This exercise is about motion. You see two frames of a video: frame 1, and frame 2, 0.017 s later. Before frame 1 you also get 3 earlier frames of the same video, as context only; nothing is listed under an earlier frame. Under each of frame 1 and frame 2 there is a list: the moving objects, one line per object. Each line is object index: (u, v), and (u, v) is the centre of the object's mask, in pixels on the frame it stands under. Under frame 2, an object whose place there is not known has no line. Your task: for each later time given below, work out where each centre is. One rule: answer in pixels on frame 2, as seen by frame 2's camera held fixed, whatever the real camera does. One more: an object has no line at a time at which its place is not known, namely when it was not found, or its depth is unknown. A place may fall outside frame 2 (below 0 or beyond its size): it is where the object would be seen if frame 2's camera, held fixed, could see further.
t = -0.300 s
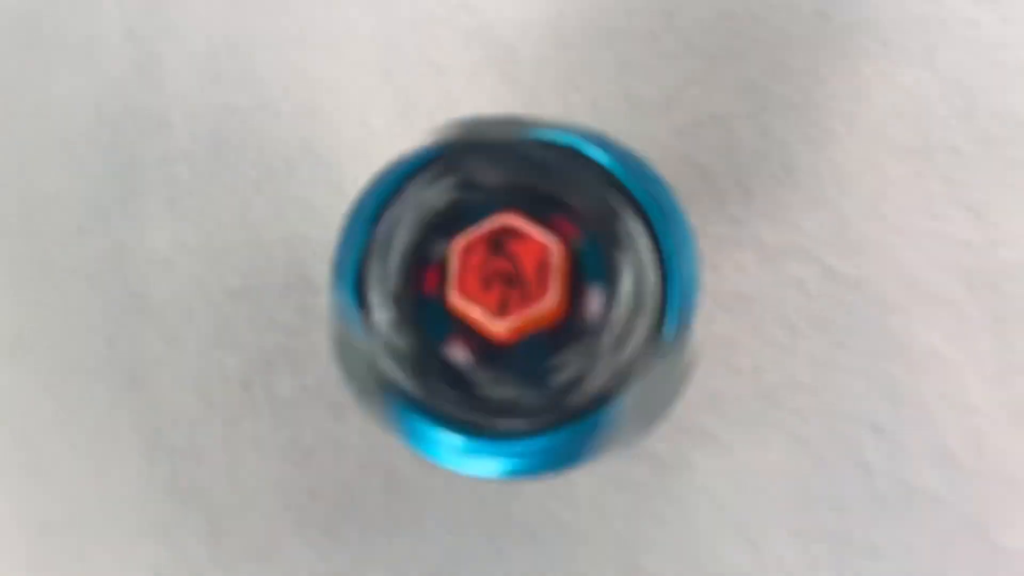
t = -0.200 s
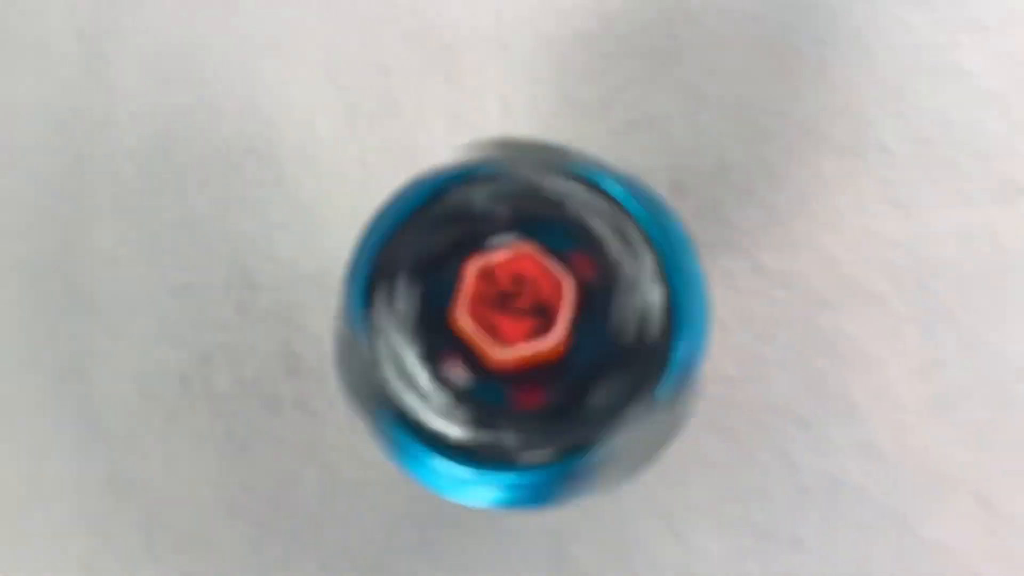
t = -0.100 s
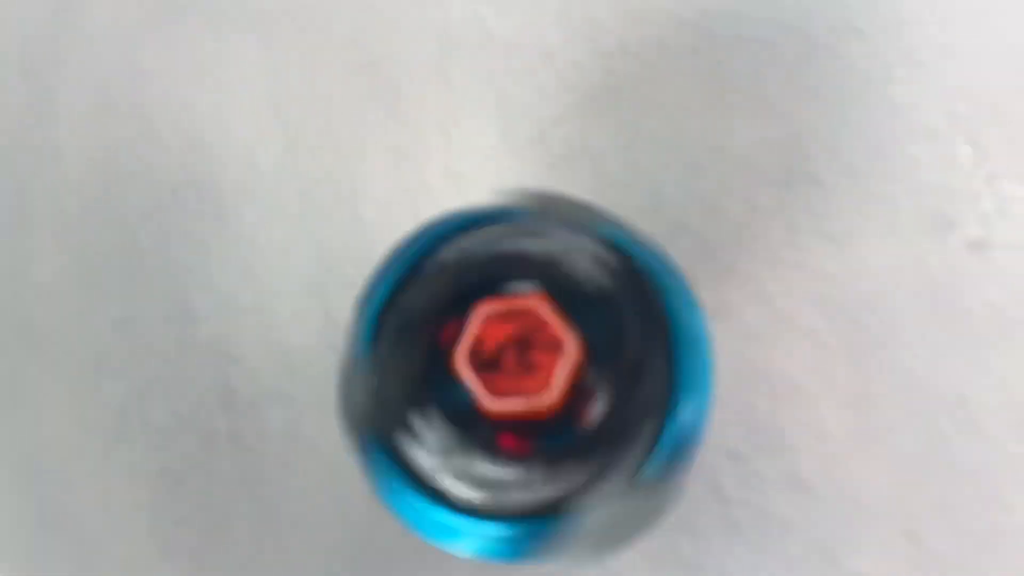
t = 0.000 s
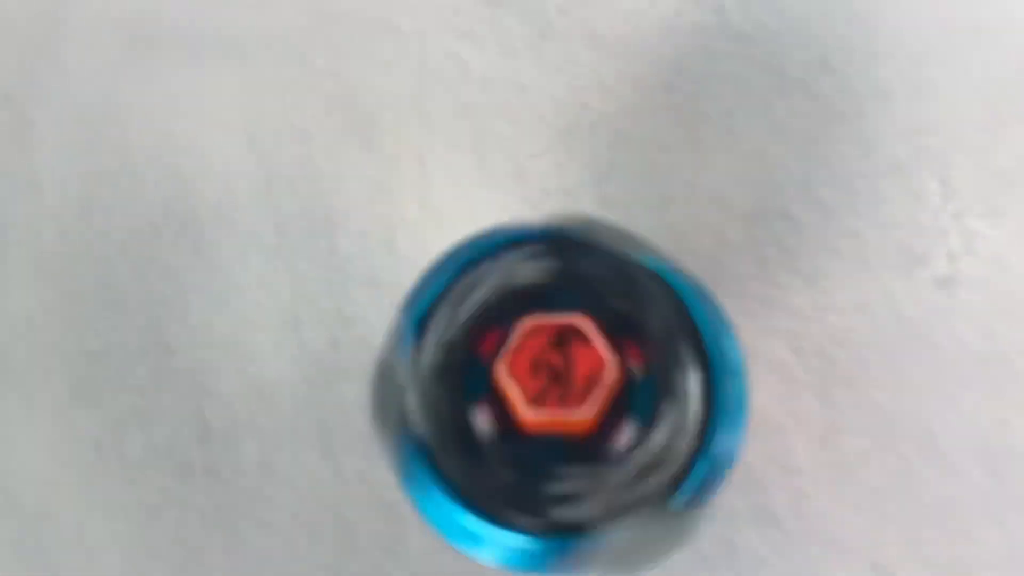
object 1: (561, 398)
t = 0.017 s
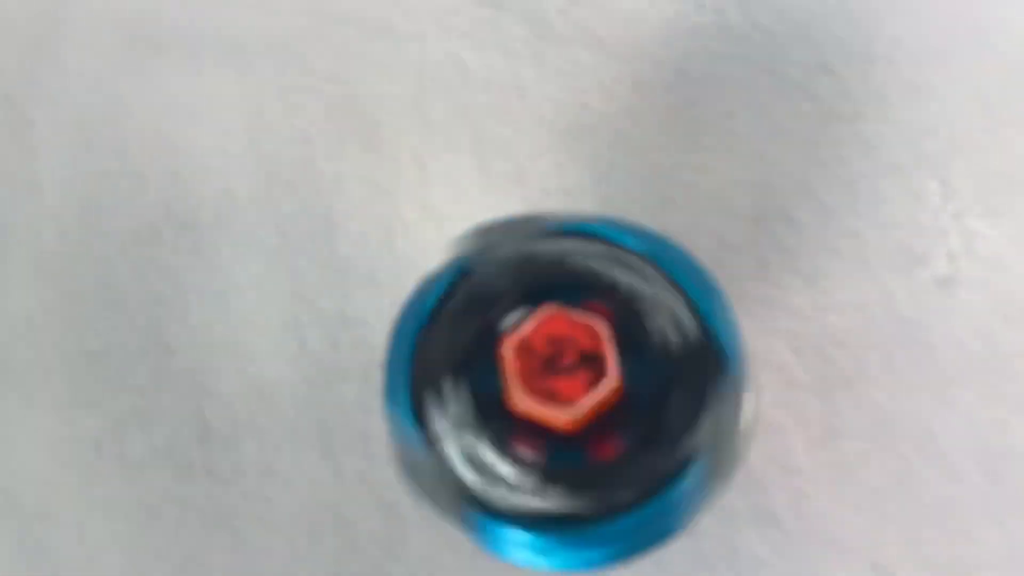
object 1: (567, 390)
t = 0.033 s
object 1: (571, 378)
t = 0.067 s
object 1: (573, 354)
